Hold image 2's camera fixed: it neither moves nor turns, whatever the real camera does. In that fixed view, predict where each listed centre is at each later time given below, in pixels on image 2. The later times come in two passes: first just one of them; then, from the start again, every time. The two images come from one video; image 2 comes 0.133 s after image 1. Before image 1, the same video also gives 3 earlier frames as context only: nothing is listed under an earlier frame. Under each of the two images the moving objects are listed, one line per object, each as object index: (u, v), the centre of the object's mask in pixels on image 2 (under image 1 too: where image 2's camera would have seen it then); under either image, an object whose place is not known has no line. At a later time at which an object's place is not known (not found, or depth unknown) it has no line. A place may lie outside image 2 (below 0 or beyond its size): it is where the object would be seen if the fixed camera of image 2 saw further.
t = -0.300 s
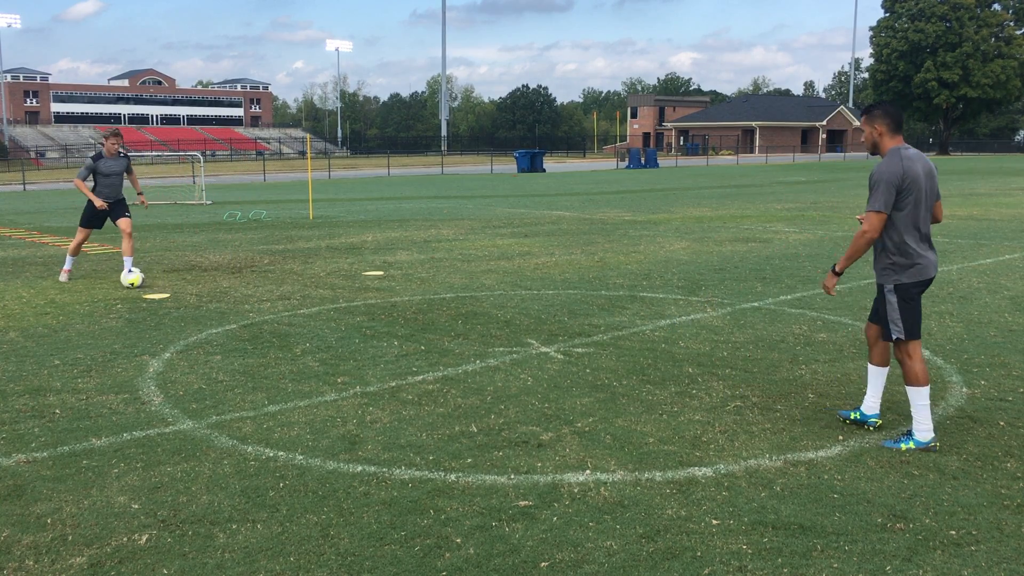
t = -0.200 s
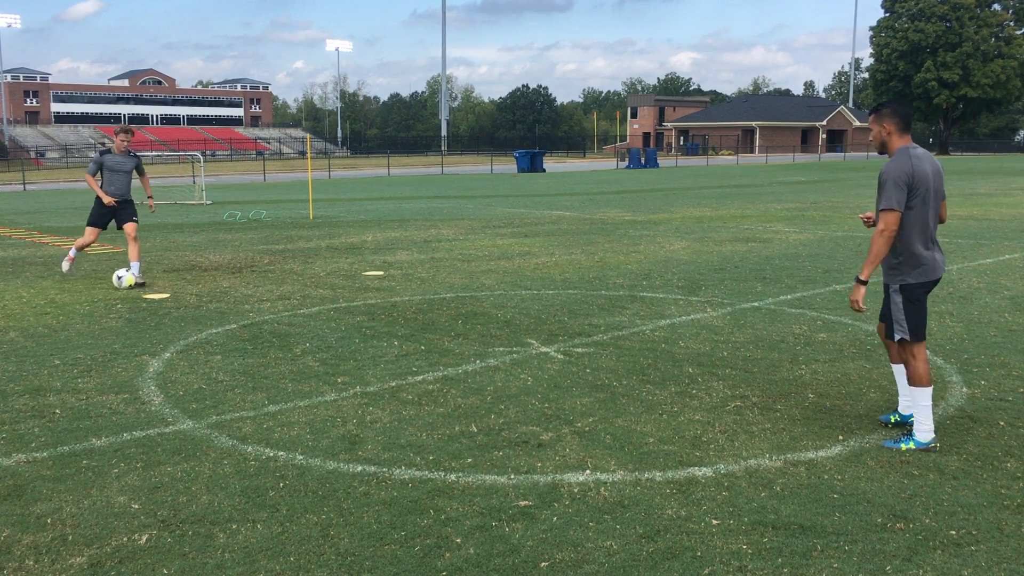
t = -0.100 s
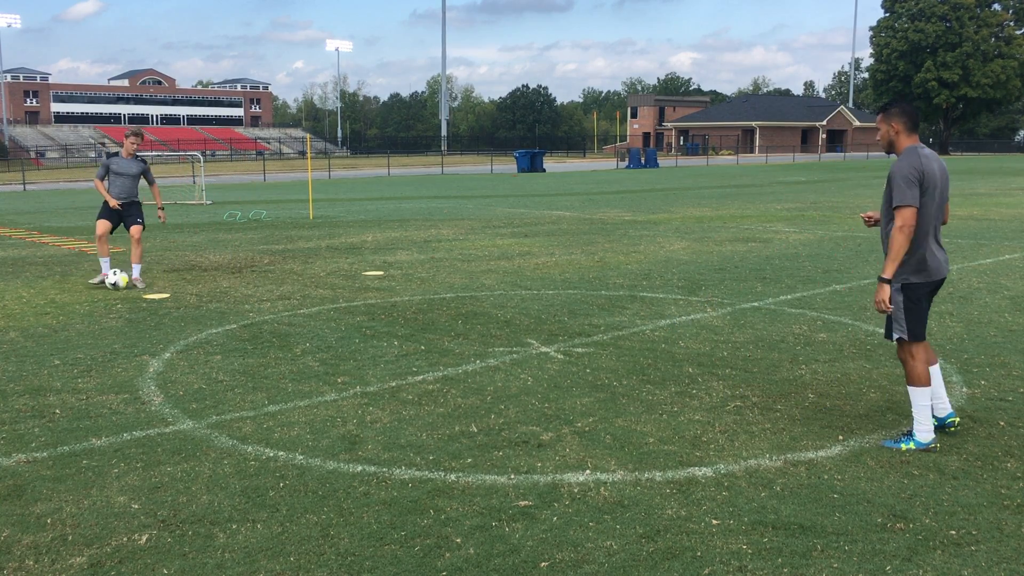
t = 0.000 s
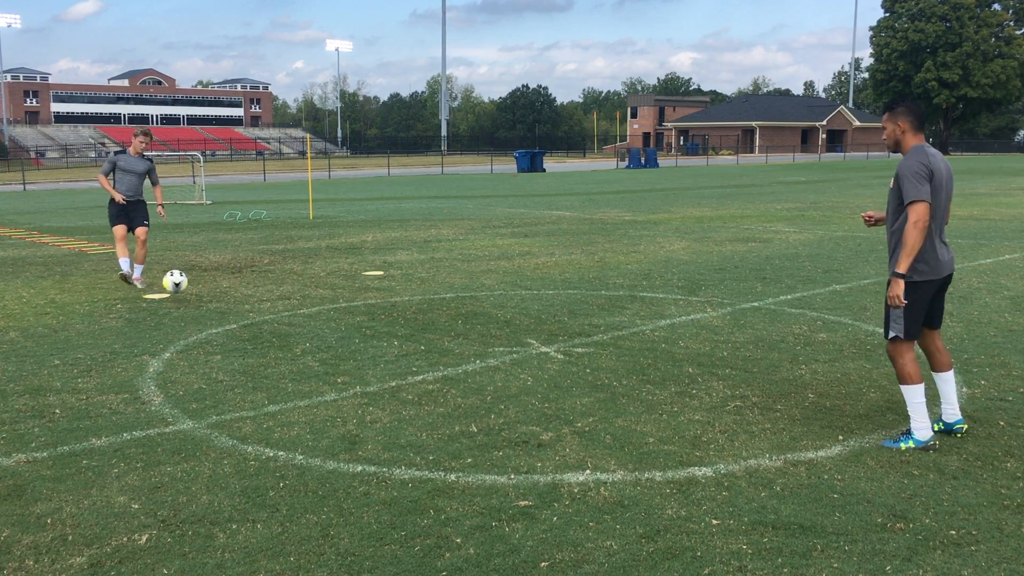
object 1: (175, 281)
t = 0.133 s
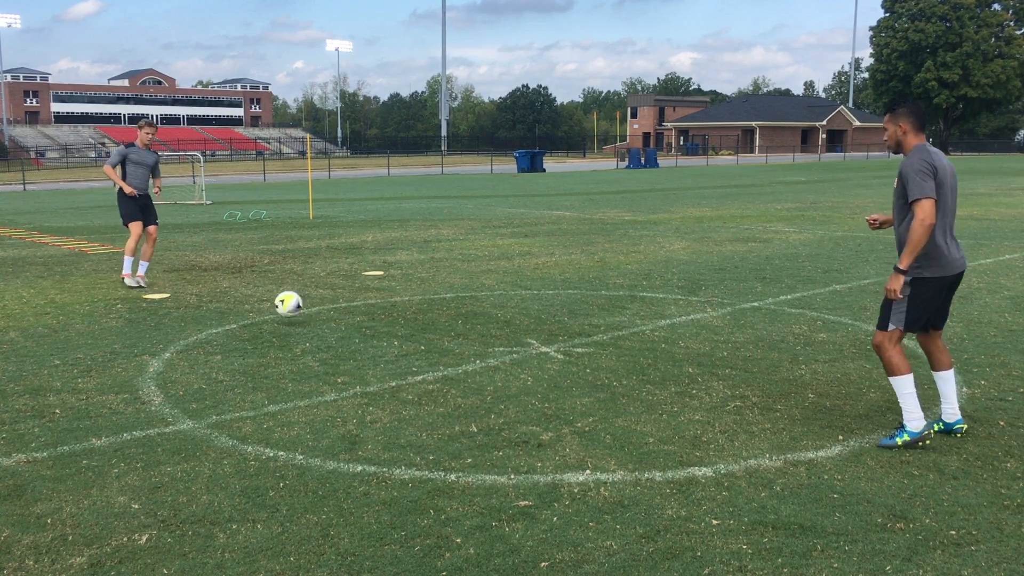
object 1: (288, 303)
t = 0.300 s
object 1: (462, 341)
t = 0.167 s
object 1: (320, 314)
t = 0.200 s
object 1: (355, 326)
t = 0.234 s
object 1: (390, 333)
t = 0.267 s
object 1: (424, 336)
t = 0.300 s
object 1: (462, 341)
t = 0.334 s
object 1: (503, 349)
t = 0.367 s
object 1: (546, 359)
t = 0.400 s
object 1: (594, 373)
